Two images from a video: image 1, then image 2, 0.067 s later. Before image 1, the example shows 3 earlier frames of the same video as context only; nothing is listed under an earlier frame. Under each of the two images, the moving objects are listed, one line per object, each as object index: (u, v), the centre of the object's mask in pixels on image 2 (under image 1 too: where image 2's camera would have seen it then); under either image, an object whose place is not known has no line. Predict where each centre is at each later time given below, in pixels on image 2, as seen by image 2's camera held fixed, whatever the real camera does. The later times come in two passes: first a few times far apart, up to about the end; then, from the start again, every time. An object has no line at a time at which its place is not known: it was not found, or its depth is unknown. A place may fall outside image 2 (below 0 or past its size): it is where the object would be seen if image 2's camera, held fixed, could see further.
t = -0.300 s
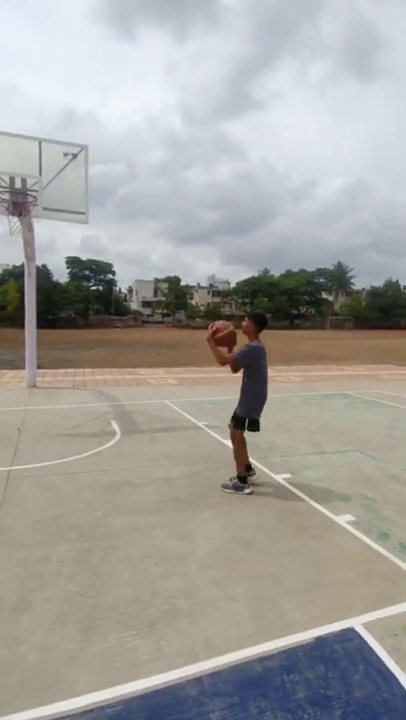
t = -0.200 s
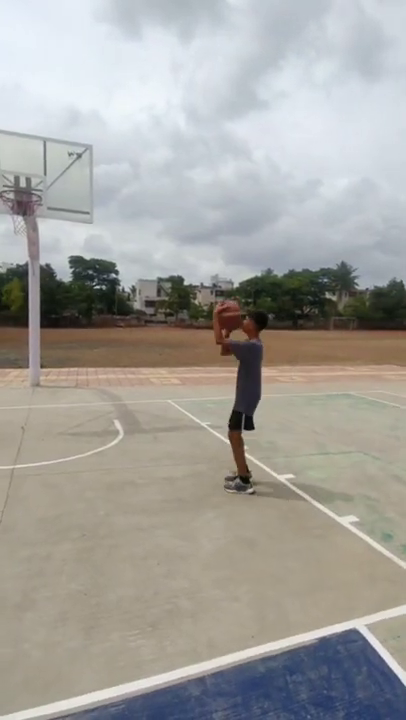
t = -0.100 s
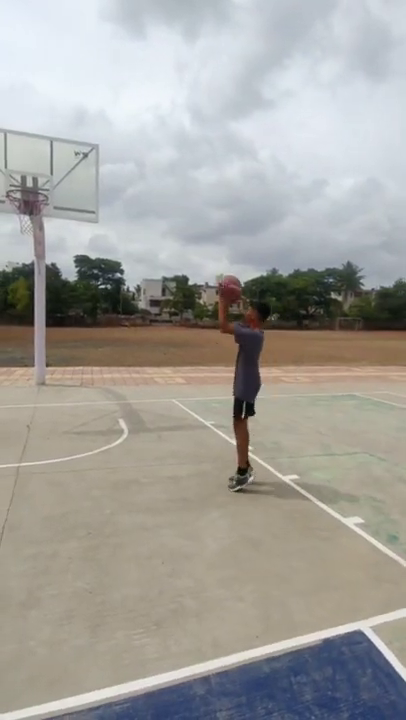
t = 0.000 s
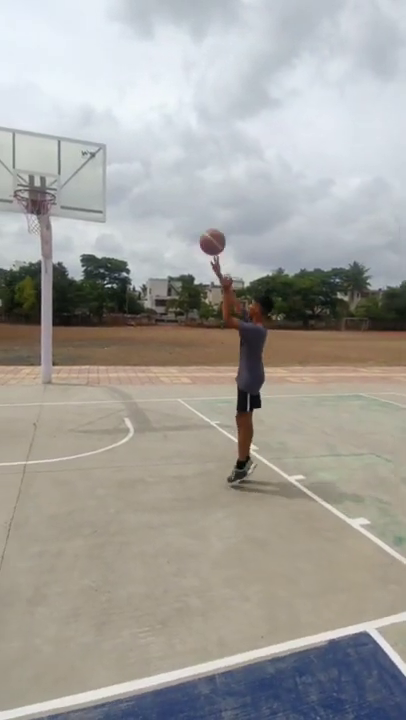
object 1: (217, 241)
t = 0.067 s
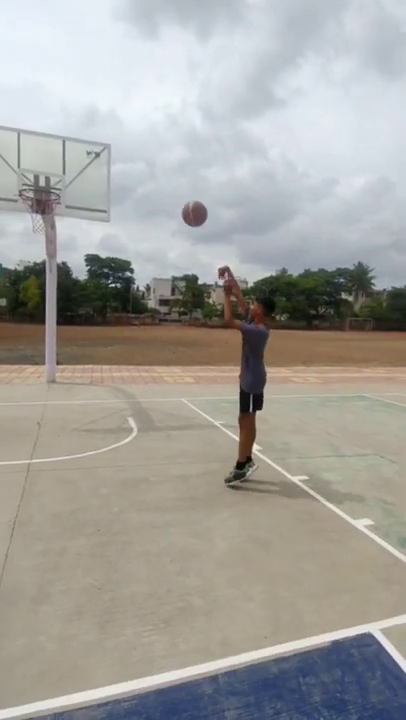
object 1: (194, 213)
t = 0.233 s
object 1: (144, 170)
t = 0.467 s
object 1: (84, 162)
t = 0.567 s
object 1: (63, 174)
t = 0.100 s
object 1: (184, 202)
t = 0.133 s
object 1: (173, 192)
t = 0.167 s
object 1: (163, 183)
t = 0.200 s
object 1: (153, 176)
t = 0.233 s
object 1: (144, 170)
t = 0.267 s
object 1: (134, 165)
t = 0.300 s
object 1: (125, 162)
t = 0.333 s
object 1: (117, 160)
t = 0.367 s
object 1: (108, 158)
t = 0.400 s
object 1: (100, 158)
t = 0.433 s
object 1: (92, 159)
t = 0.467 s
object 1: (84, 162)
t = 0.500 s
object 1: (77, 164)
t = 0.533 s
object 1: (70, 169)
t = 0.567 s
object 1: (63, 174)
